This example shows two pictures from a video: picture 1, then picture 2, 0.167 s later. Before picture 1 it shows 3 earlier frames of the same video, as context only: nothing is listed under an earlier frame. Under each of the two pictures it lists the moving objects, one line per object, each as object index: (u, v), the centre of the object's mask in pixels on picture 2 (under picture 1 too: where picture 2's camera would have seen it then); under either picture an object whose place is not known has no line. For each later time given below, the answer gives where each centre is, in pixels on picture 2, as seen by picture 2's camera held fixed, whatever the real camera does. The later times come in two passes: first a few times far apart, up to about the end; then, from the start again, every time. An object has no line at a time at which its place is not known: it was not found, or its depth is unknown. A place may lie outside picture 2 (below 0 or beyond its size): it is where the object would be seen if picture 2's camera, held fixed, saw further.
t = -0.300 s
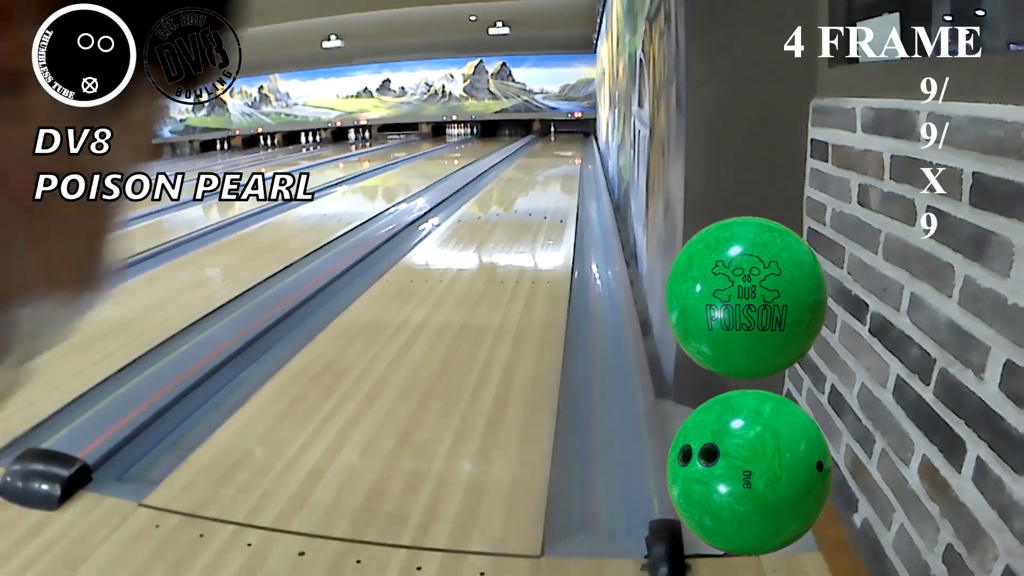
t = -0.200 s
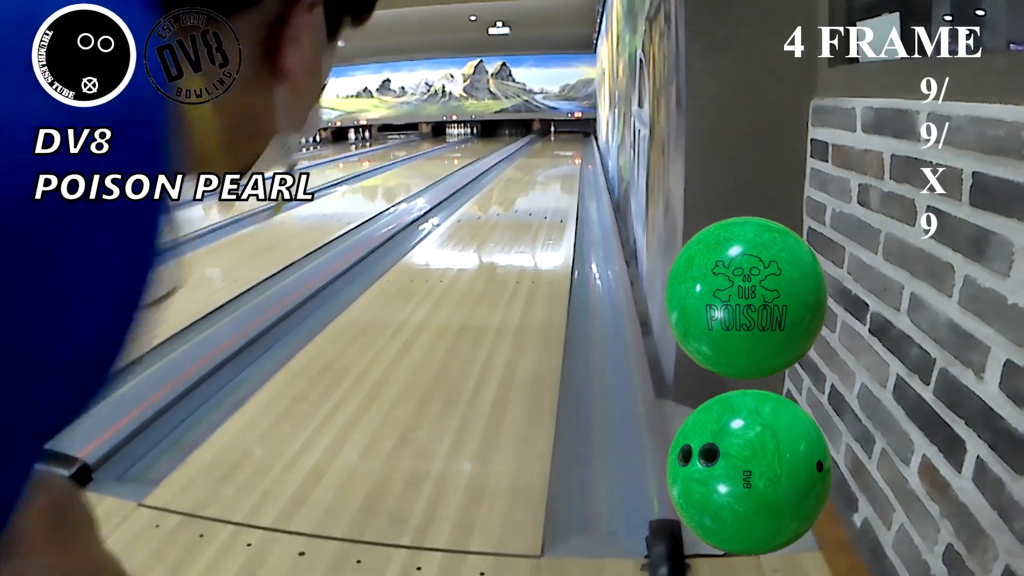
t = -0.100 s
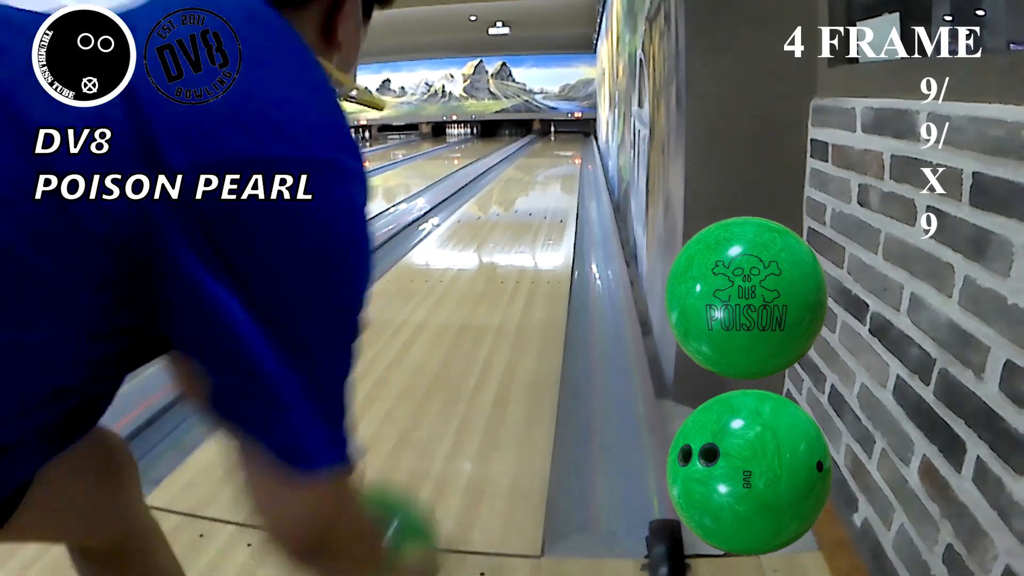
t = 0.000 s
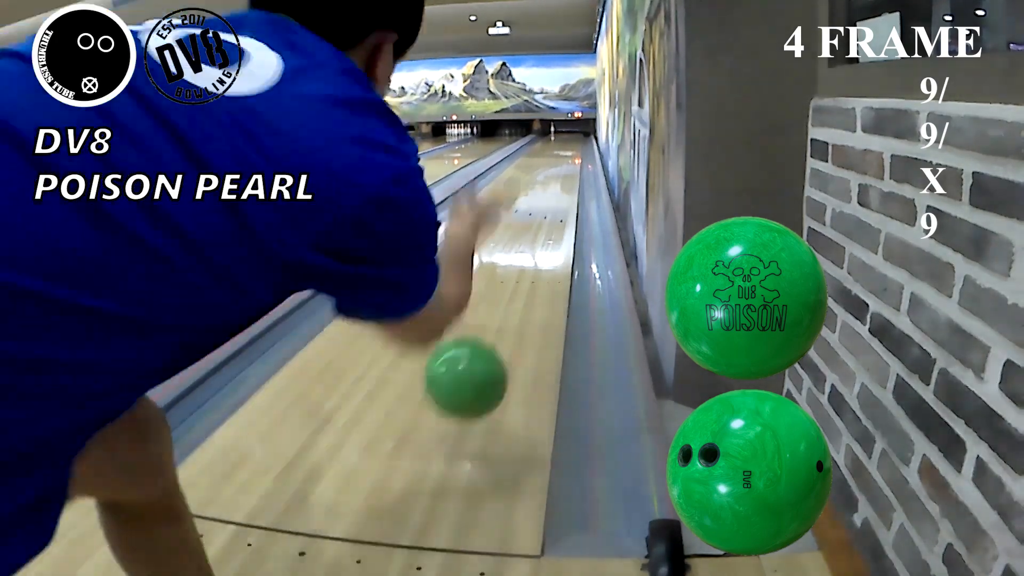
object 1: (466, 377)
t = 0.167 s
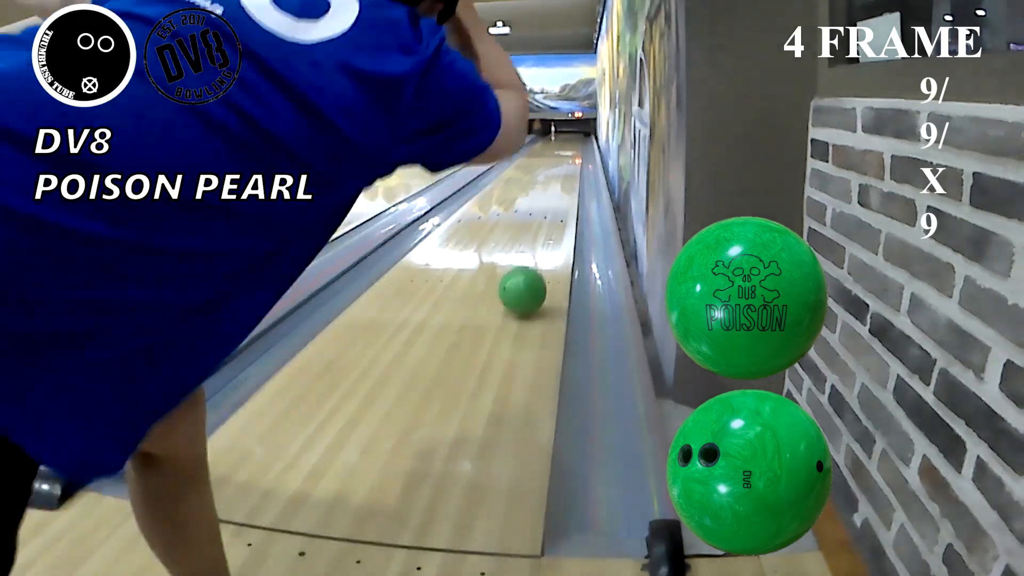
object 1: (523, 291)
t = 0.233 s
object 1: (533, 265)
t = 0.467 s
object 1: (553, 209)
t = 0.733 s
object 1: (561, 180)
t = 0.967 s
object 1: (564, 165)
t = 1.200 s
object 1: (564, 155)
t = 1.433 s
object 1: (564, 148)
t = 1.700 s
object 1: (563, 142)
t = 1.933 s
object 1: (562, 138)
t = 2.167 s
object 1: (560, 135)
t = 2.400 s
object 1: (558, 133)
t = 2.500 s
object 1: (555, 132)
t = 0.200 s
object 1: (528, 278)
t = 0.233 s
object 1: (533, 265)
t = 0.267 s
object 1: (537, 254)
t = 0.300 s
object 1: (541, 244)
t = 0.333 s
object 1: (544, 235)
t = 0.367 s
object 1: (547, 227)
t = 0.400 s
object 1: (549, 221)
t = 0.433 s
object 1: (551, 215)
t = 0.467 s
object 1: (553, 209)
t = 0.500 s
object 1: (554, 205)
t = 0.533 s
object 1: (556, 200)
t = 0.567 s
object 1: (557, 196)
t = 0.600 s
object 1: (558, 192)
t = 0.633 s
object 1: (559, 189)
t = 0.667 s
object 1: (560, 186)
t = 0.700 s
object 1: (561, 183)
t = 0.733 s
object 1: (561, 180)
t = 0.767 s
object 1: (562, 178)
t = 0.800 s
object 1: (562, 175)
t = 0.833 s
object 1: (563, 173)
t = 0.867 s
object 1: (563, 171)
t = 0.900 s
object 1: (563, 169)
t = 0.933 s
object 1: (564, 167)
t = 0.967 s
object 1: (564, 165)
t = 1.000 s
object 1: (564, 164)
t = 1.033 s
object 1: (564, 162)
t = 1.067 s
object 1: (564, 160)
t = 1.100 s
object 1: (564, 159)
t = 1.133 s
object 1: (564, 158)
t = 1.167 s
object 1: (564, 156)
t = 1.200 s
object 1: (564, 155)
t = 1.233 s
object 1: (564, 154)
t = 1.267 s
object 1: (564, 153)
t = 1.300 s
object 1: (564, 152)
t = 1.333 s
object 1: (564, 151)
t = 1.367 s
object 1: (564, 150)
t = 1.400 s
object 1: (564, 149)
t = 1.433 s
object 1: (564, 148)
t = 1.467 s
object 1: (564, 147)
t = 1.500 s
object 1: (563, 147)
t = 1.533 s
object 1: (564, 146)
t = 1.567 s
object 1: (564, 145)
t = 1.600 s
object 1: (564, 144)
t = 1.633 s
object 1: (564, 143)
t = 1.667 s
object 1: (563, 143)
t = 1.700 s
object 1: (563, 142)
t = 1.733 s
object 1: (563, 142)
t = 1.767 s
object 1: (563, 141)
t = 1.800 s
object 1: (563, 140)
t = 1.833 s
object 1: (563, 140)
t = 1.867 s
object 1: (563, 139)
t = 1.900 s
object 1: (562, 138)
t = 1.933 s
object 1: (562, 138)
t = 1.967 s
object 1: (562, 137)
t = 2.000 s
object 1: (562, 137)
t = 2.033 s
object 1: (561, 136)
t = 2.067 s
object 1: (561, 136)
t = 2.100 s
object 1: (560, 136)
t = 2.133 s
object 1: (560, 136)
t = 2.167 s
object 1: (560, 135)
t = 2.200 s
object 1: (559, 135)
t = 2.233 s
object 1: (559, 134)
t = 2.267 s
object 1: (558, 134)
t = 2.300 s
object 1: (558, 133)
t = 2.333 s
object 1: (558, 133)
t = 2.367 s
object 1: (557, 133)
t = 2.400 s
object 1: (558, 133)
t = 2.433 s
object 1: (557, 133)
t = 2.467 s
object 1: (556, 133)
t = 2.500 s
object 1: (555, 132)
